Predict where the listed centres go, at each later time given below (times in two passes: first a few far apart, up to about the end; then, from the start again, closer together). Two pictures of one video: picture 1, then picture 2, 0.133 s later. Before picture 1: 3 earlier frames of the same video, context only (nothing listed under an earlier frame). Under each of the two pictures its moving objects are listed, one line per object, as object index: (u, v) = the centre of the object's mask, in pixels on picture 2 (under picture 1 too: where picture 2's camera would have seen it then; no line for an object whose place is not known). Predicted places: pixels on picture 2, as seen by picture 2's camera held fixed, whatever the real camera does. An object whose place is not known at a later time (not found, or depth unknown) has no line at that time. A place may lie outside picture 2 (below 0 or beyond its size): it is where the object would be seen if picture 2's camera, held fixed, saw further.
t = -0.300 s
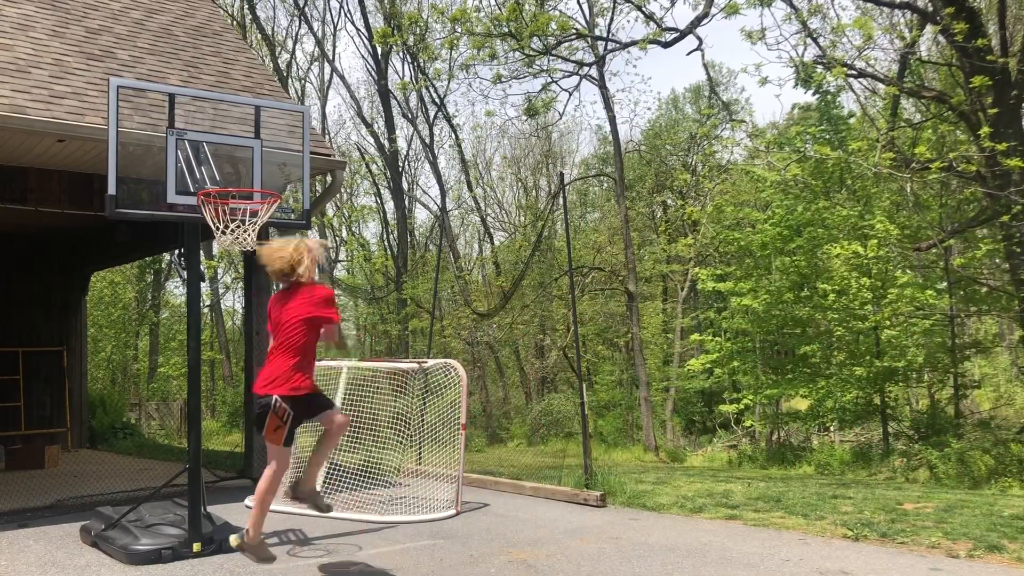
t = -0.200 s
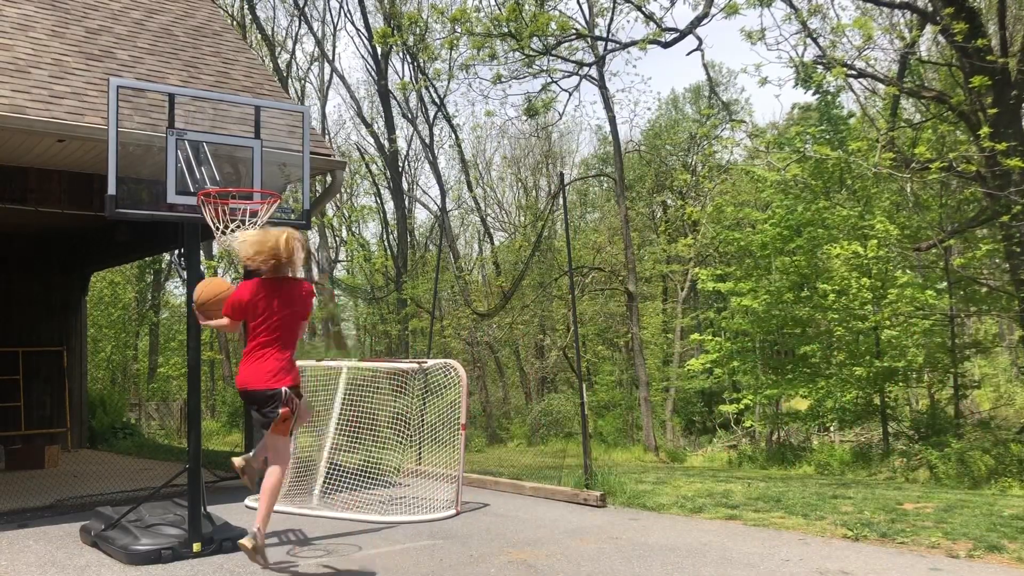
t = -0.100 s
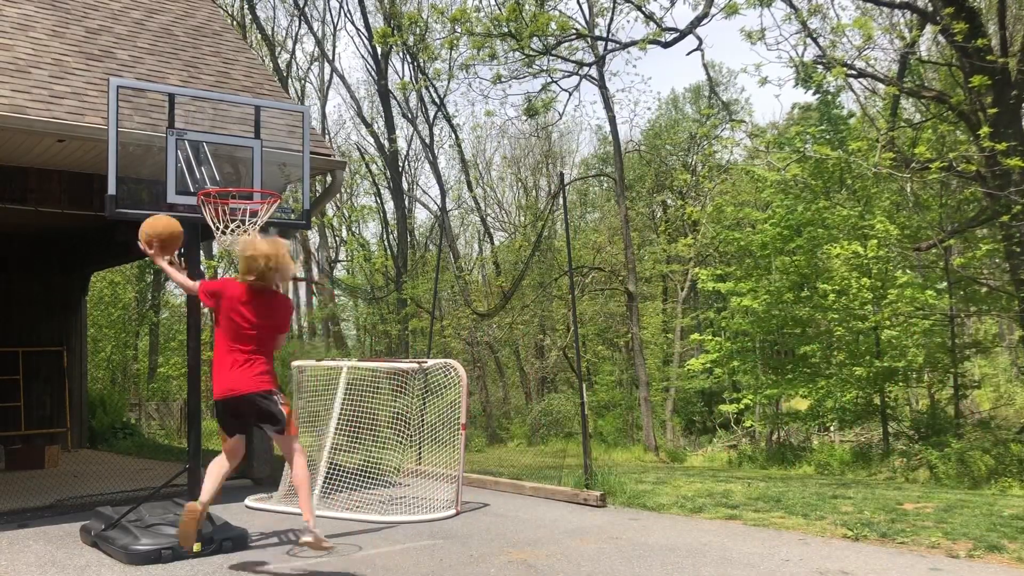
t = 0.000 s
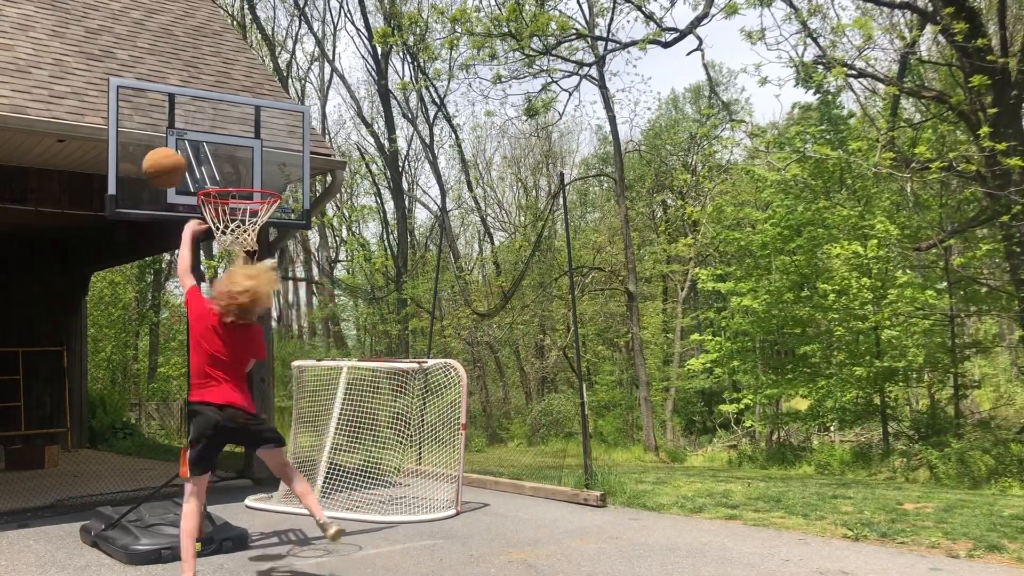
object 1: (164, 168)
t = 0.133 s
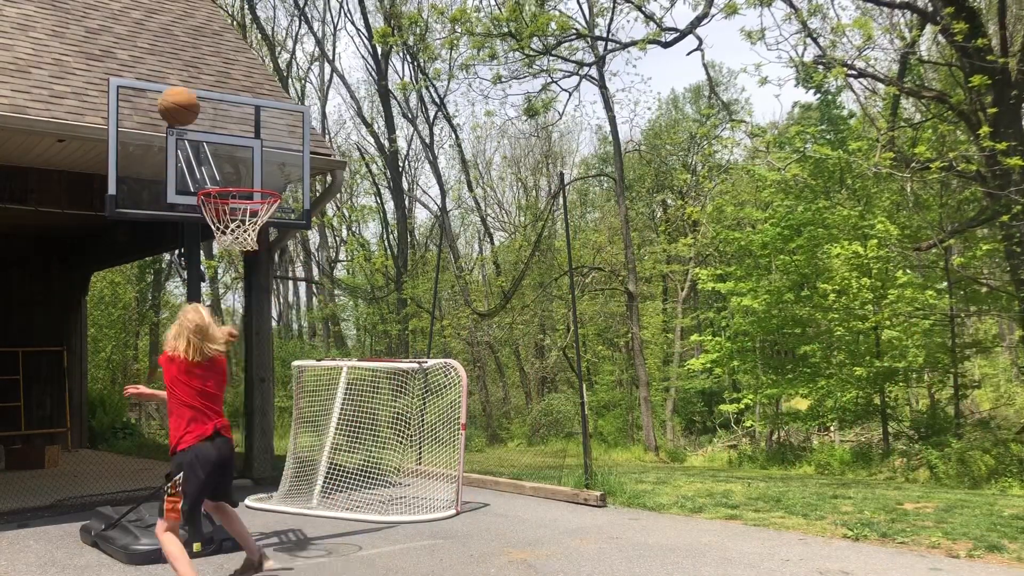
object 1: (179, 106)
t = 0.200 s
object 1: (185, 87)
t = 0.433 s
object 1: (205, 71)
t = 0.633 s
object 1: (201, 72)
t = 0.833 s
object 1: (181, 75)
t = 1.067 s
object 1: (145, 142)
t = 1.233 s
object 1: (119, 238)
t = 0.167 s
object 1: (182, 96)
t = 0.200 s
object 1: (185, 87)
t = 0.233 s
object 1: (189, 81)
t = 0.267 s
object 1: (192, 75)
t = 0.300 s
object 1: (196, 73)
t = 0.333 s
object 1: (199, 71)
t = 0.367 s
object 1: (202, 70)
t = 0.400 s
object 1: (204, 70)
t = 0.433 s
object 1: (205, 71)
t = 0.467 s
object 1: (206, 71)
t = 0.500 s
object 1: (206, 71)
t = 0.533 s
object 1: (205, 71)
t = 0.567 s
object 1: (204, 71)
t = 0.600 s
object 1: (203, 71)
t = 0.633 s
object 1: (201, 72)
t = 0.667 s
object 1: (199, 72)
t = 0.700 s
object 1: (197, 73)
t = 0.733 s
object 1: (193, 73)
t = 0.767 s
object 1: (190, 73)
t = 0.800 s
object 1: (185, 74)
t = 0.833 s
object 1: (181, 75)
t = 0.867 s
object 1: (177, 77)
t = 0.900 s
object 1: (169, 83)
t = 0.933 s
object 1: (164, 97)
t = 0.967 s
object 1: (155, 107)
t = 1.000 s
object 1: (153, 114)
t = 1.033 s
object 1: (149, 128)
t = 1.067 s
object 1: (145, 142)
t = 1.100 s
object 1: (139, 153)
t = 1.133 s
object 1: (135, 176)
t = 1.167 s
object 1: (132, 191)
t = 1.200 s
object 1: (126, 219)
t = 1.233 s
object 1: (119, 238)
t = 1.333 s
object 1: (103, 317)
